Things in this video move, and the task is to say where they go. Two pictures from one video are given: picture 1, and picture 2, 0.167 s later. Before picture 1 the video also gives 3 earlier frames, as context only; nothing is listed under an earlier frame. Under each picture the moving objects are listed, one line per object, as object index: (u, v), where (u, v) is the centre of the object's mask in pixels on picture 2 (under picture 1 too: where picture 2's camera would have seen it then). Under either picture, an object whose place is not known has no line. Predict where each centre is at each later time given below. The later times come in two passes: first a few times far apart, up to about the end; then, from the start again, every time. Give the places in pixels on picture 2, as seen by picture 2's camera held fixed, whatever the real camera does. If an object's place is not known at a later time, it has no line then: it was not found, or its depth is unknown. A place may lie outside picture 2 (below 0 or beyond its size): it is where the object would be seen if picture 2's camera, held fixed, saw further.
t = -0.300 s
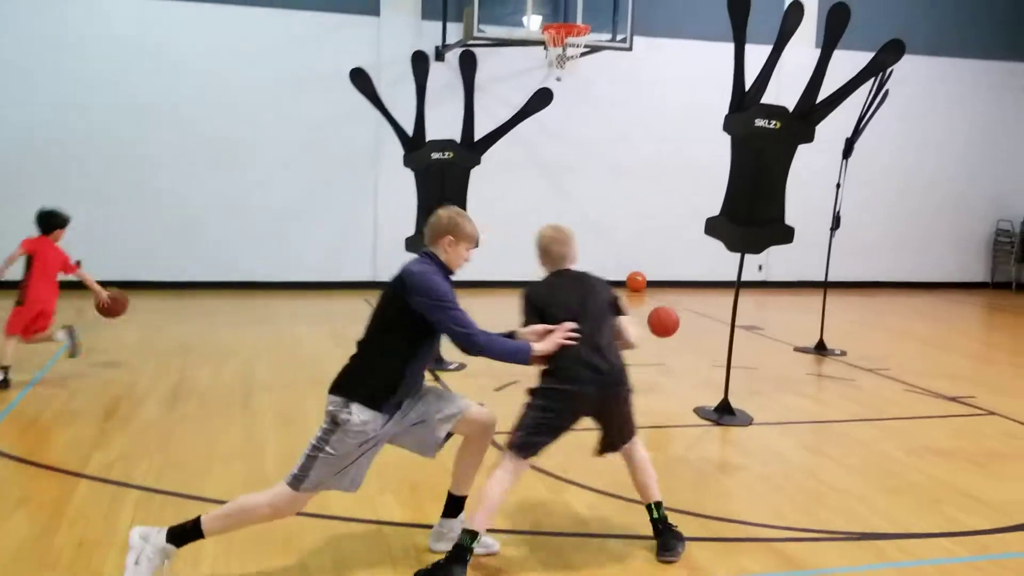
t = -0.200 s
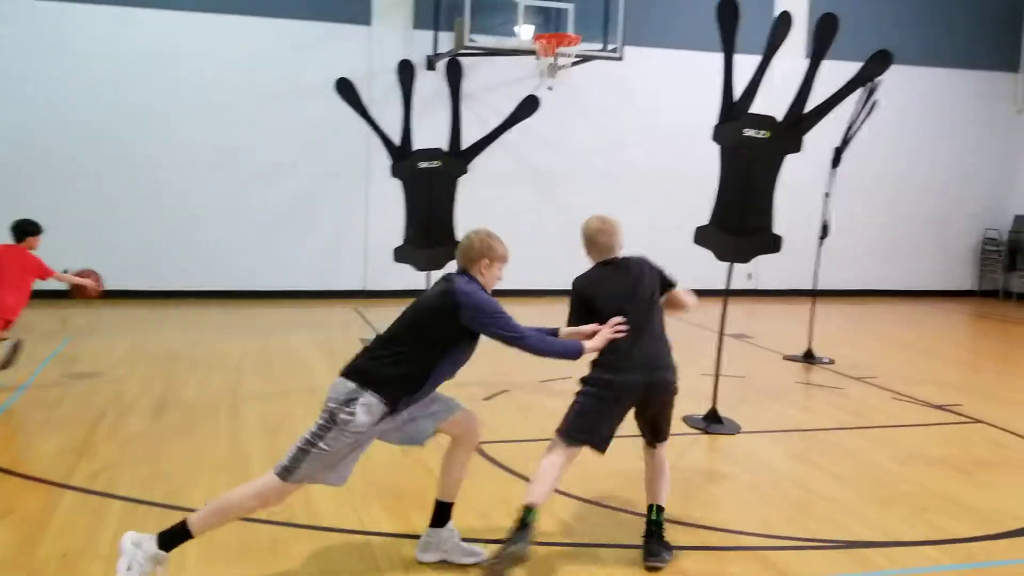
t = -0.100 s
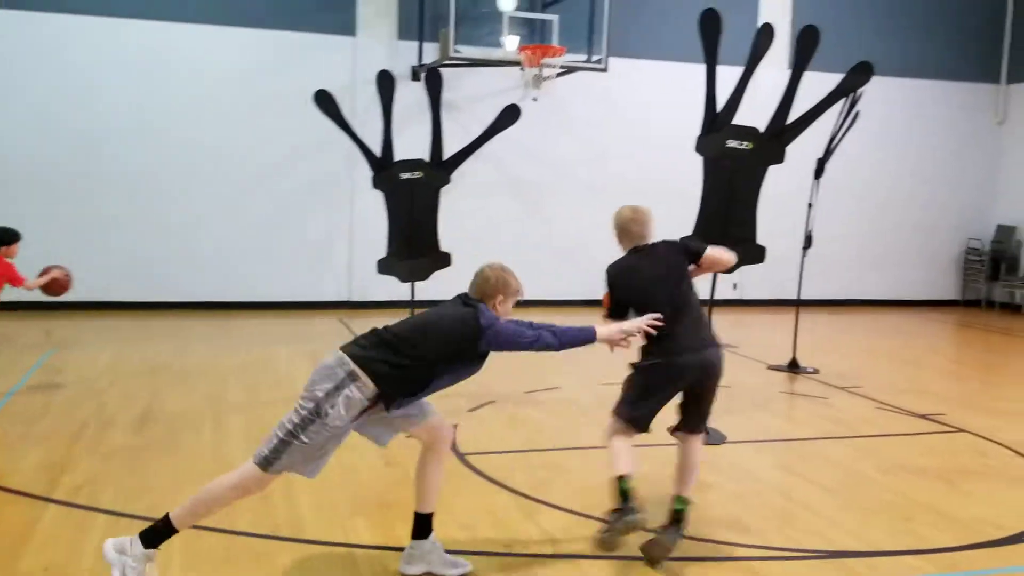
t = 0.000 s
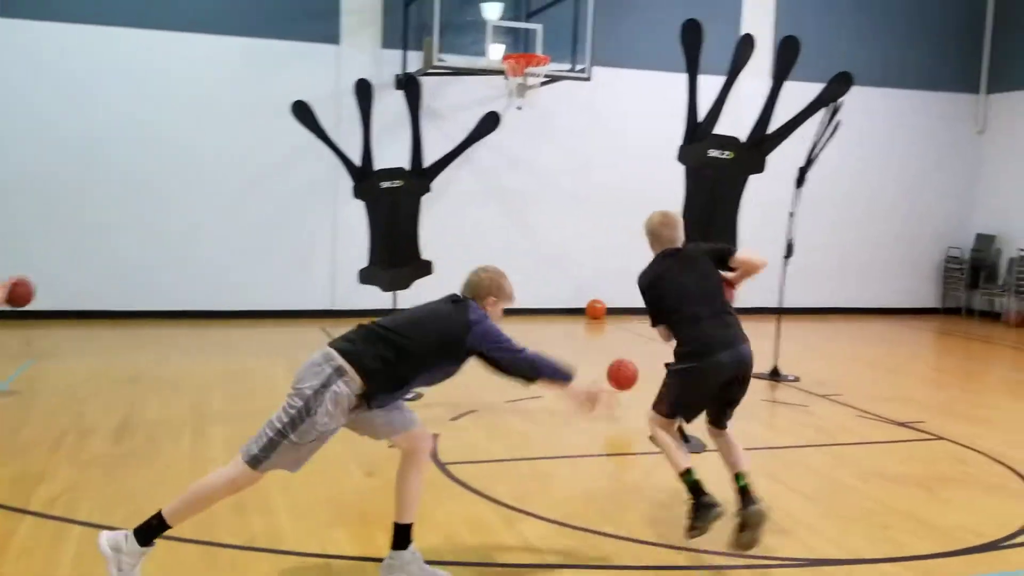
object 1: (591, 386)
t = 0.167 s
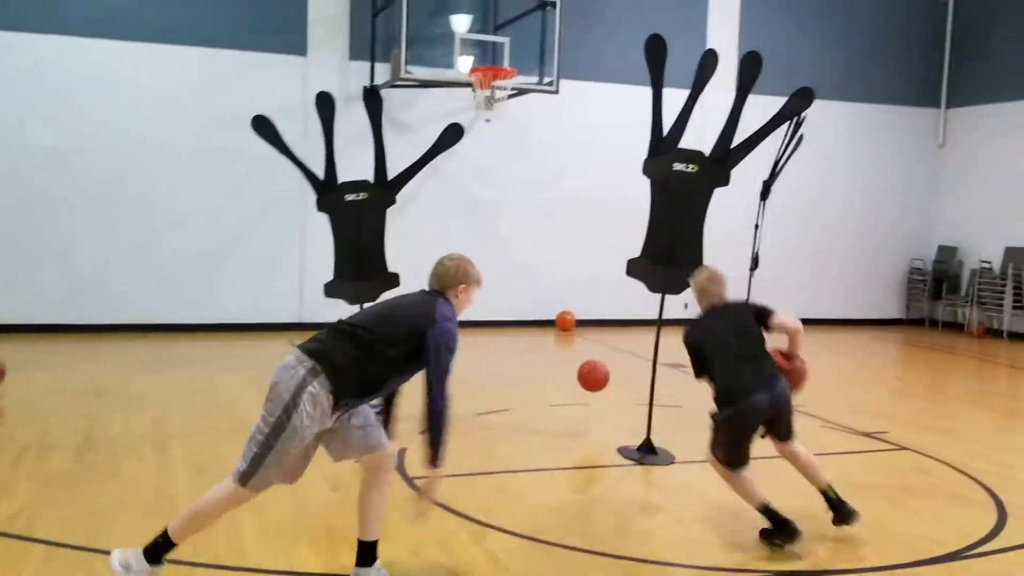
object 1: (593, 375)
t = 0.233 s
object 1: (593, 381)
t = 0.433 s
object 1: (594, 404)
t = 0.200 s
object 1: (594, 377)
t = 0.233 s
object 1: (593, 381)
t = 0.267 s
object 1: (593, 386)
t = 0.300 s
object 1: (594, 393)
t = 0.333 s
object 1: (594, 401)
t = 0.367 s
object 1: (594, 411)
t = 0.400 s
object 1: (594, 411)
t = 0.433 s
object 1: (594, 404)
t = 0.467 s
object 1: (596, 398)
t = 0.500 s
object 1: (596, 394)
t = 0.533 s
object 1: (597, 391)
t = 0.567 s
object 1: (598, 390)
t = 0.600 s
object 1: (598, 390)
